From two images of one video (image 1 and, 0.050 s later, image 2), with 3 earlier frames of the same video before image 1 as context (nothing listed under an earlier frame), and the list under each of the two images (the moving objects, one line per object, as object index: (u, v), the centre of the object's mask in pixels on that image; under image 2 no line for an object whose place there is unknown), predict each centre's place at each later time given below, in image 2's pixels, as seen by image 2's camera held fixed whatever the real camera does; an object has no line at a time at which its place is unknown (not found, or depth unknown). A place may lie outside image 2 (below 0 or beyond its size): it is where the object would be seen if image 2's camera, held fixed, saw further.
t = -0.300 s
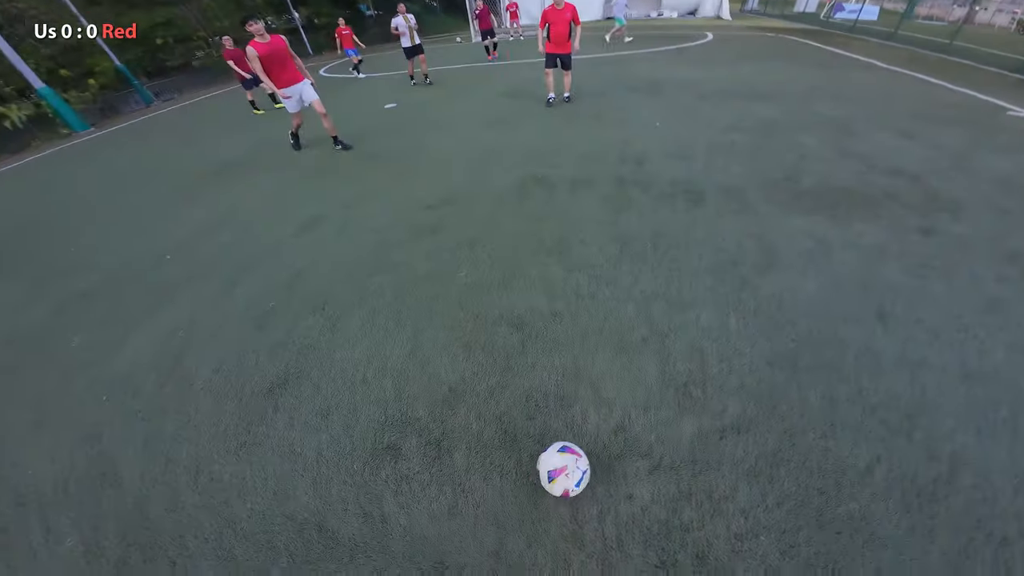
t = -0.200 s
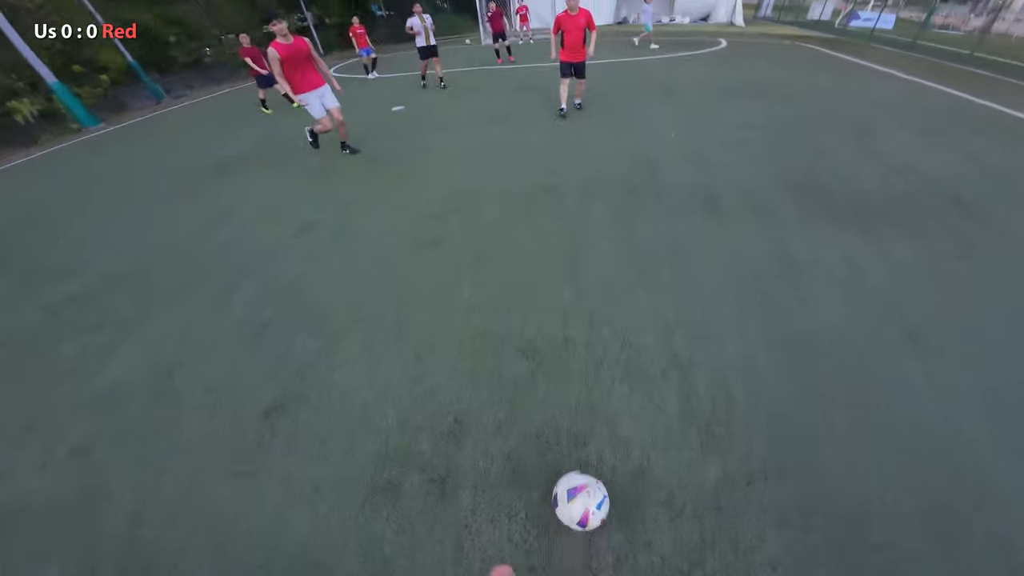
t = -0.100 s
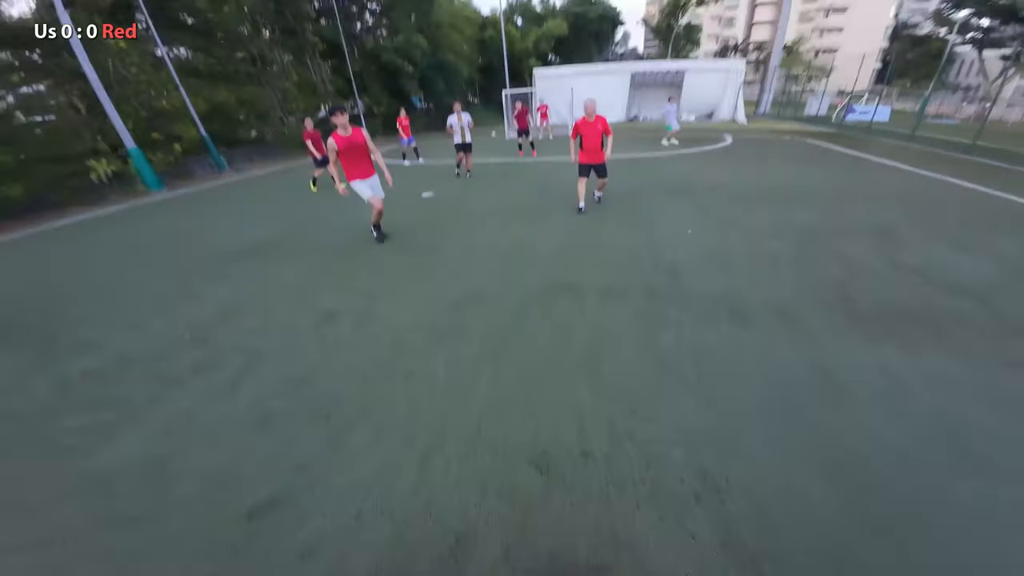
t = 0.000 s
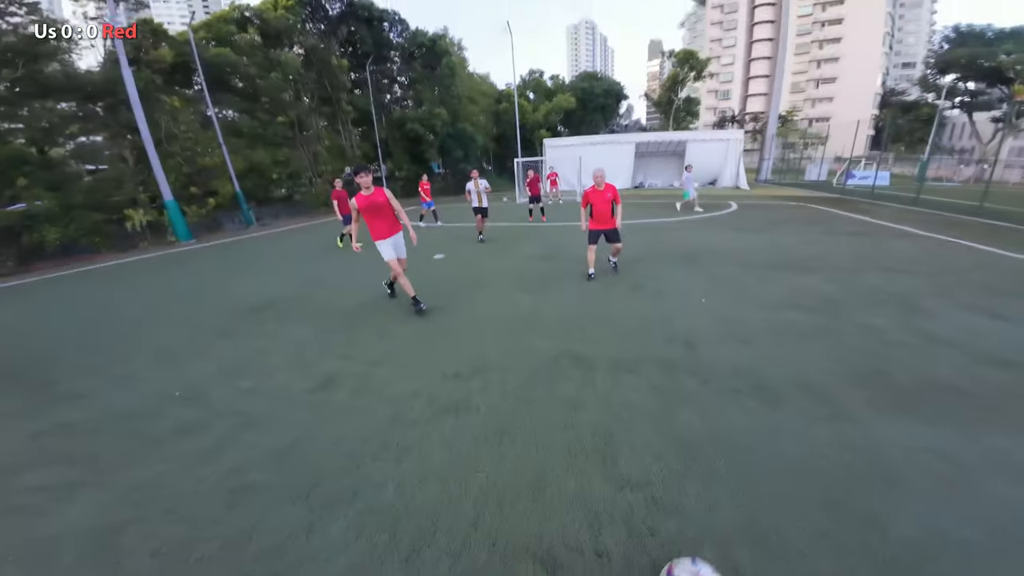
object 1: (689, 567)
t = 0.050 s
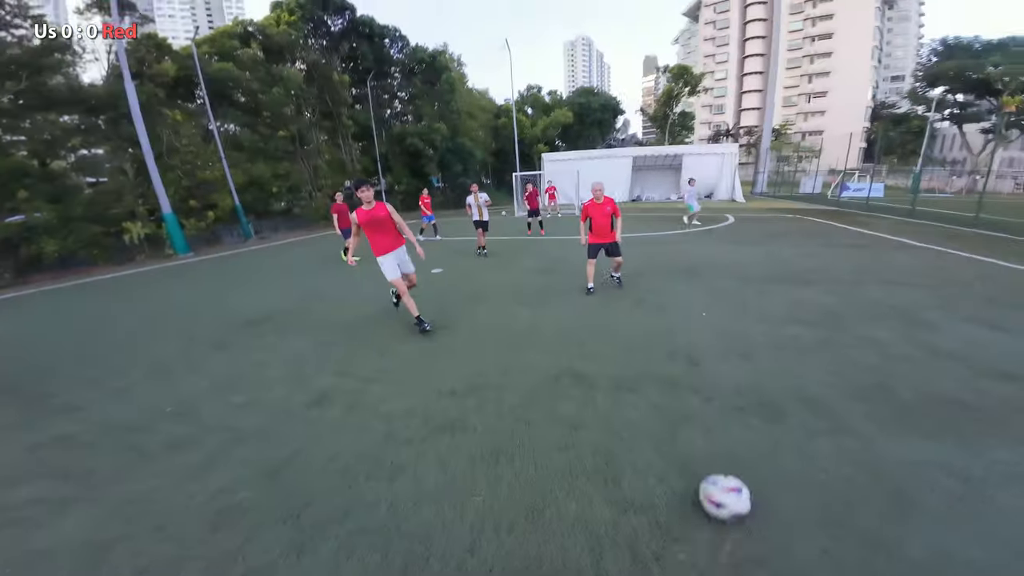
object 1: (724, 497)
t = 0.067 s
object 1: (727, 470)
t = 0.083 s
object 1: (730, 447)
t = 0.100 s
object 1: (732, 427)
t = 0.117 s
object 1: (734, 409)
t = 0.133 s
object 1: (736, 394)
